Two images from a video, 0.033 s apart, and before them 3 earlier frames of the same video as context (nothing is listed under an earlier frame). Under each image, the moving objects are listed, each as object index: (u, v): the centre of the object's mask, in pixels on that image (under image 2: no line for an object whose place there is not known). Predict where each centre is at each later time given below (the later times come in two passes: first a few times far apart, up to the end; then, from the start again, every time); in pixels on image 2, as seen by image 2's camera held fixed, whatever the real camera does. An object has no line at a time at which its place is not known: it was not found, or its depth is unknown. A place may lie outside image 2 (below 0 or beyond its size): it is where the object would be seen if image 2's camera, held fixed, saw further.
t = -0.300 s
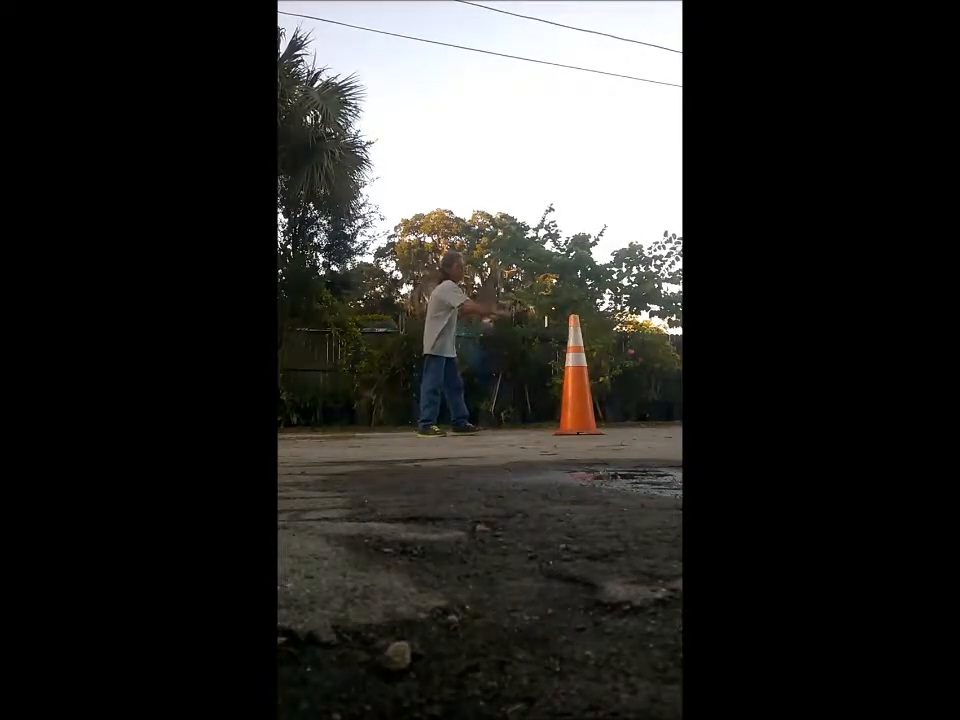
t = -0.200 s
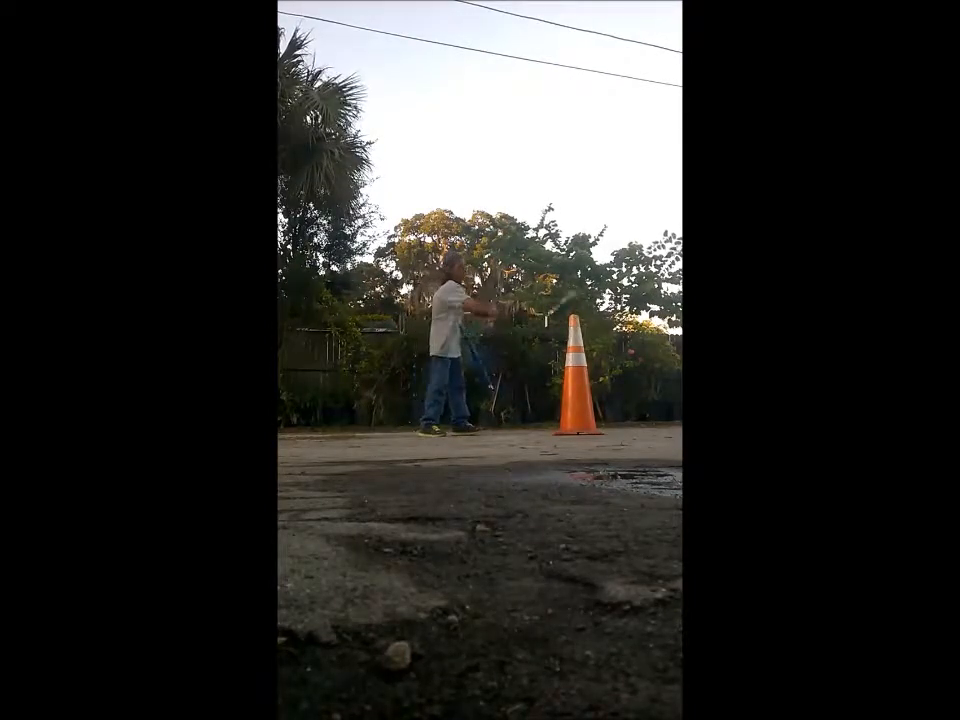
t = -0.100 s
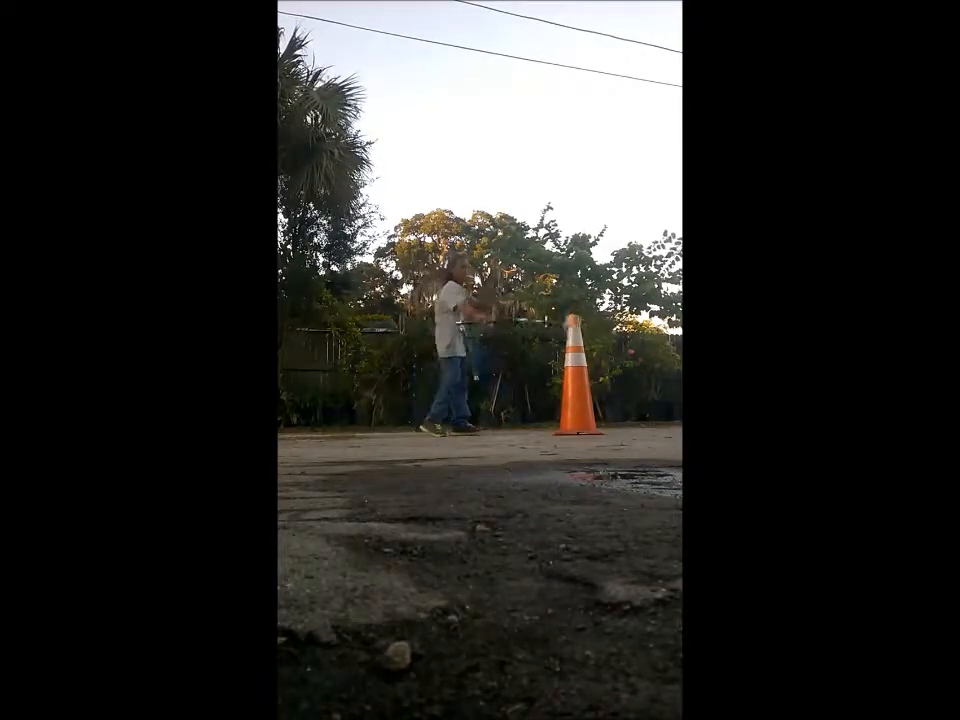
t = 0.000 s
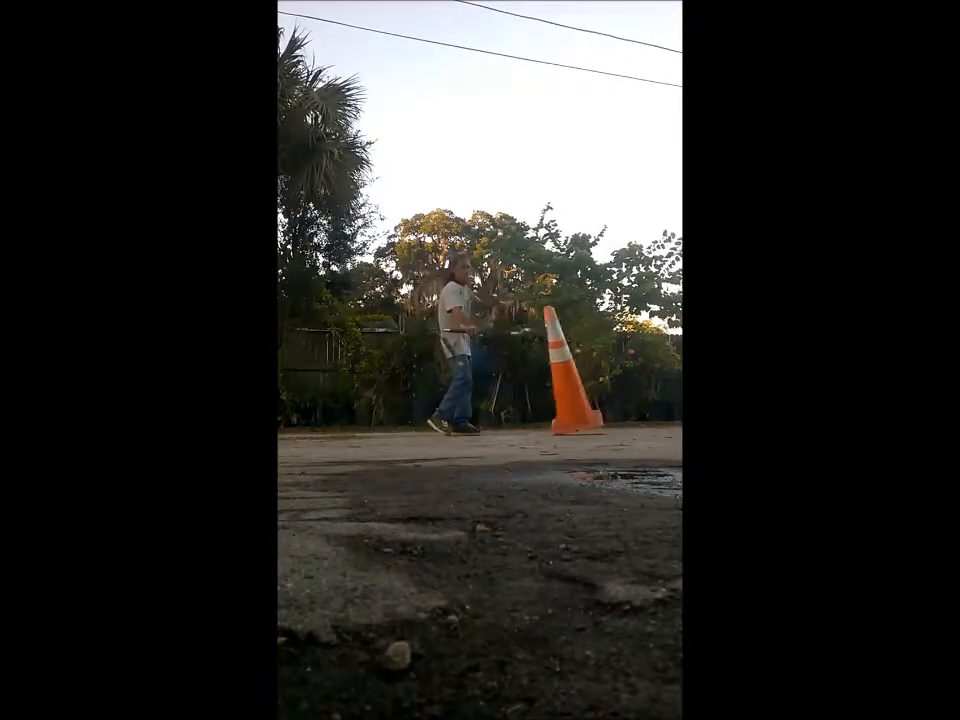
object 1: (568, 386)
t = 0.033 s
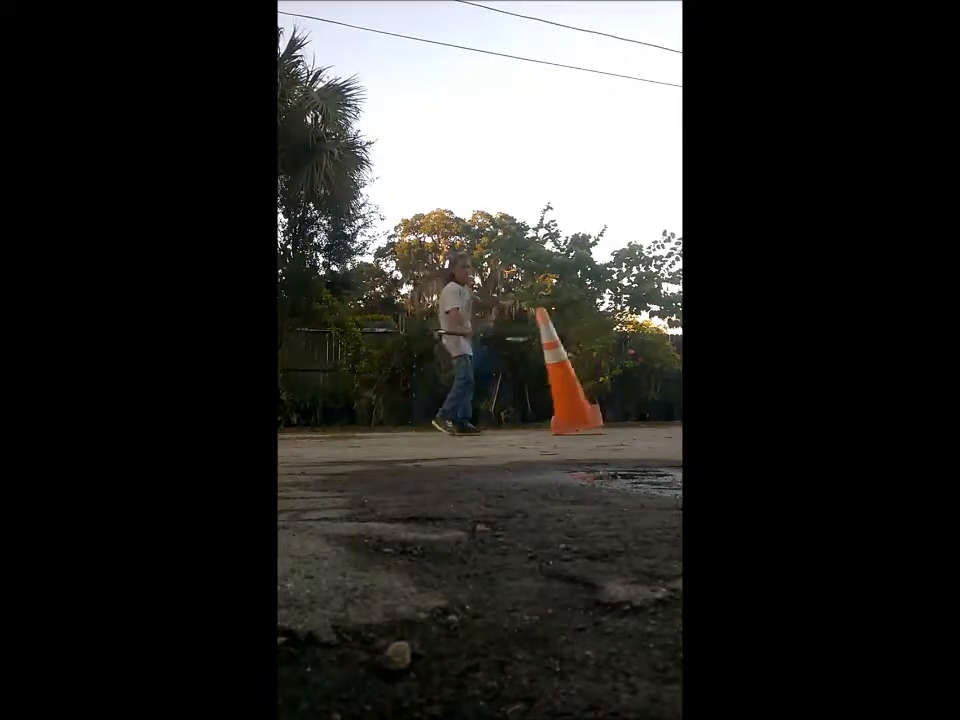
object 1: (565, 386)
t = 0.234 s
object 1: (555, 389)
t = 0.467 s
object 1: (552, 411)
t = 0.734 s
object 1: (555, 413)
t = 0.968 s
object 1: (554, 413)
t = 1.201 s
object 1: (554, 413)
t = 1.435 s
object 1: (554, 413)
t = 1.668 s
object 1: (554, 413)
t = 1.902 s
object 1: (554, 413)
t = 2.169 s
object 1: (554, 413)
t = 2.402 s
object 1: (554, 414)
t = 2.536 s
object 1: (554, 414)
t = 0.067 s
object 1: (562, 385)
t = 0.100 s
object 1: (560, 385)
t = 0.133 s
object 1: (558, 385)
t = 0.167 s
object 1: (557, 386)
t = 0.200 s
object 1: (556, 387)
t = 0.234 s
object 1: (555, 389)
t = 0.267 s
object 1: (554, 390)
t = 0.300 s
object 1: (554, 393)
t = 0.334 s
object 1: (554, 395)
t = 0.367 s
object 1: (554, 398)
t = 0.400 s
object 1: (553, 401)
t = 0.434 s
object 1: (552, 405)
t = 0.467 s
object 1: (552, 411)
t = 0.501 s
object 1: (553, 414)
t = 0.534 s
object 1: (552, 412)
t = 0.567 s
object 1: (553, 410)
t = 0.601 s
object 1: (554, 410)
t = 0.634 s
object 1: (555, 410)
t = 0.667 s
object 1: (555, 411)
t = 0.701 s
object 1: (555, 412)
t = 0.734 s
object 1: (555, 413)
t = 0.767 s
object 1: (554, 413)
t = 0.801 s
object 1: (555, 413)
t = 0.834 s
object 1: (555, 413)
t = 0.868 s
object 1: (555, 413)
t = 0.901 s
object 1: (555, 413)
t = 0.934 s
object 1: (555, 413)
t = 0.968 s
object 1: (554, 413)
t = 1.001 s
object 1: (554, 413)
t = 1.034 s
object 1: (554, 413)
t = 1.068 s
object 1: (554, 413)
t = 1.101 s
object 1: (554, 413)
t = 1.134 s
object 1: (554, 413)
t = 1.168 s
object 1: (554, 413)
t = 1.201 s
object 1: (554, 413)
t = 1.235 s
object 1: (554, 413)
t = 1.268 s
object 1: (554, 413)
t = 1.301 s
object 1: (554, 413)
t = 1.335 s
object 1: (554, 413)
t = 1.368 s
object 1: (554, 413)
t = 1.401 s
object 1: (554, 413)
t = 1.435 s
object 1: (554, 413)
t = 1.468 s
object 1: (554, 413)
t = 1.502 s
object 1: (554, 414)
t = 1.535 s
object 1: (554, 414)
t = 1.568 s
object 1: (554, 413)
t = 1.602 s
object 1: (554, 413)
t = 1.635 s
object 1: (554, 413)
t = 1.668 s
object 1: (554, 413)
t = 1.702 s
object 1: (554, 413)
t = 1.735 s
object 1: (554, 413)
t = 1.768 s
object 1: (554, 413)
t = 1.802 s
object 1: (554, 414)
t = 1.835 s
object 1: (554, 413)
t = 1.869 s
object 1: (554, 413)
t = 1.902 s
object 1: (554, 413)
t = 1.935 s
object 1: (554, 413)
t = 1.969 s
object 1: (554, 413)
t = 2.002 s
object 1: (554, 413)
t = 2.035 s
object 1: (554, 413)
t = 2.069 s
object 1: (554, 413)
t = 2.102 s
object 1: (554, 413)
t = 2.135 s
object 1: (554, 413)
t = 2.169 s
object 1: (554, 413)
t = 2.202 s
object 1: (554, 413)
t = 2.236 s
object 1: (554, 413)
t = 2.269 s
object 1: (554, 413)
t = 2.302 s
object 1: (554, 413)
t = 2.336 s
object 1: (554, 414)
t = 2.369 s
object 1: (554, 414)
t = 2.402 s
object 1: (554, 414)
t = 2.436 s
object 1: (554, 414)
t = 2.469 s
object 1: (554, 413)
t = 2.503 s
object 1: (554, 414)
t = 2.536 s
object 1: (554, 414)
